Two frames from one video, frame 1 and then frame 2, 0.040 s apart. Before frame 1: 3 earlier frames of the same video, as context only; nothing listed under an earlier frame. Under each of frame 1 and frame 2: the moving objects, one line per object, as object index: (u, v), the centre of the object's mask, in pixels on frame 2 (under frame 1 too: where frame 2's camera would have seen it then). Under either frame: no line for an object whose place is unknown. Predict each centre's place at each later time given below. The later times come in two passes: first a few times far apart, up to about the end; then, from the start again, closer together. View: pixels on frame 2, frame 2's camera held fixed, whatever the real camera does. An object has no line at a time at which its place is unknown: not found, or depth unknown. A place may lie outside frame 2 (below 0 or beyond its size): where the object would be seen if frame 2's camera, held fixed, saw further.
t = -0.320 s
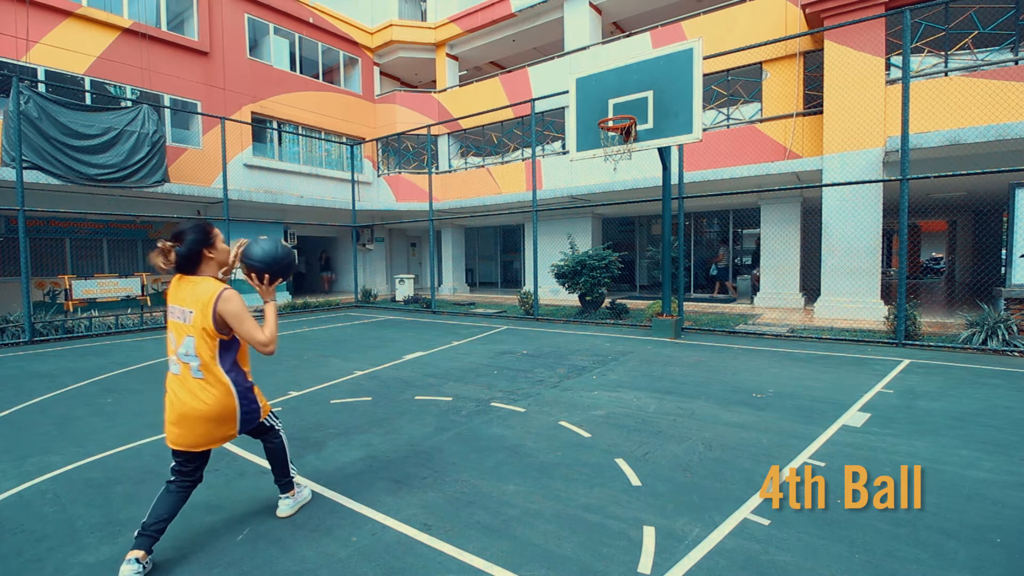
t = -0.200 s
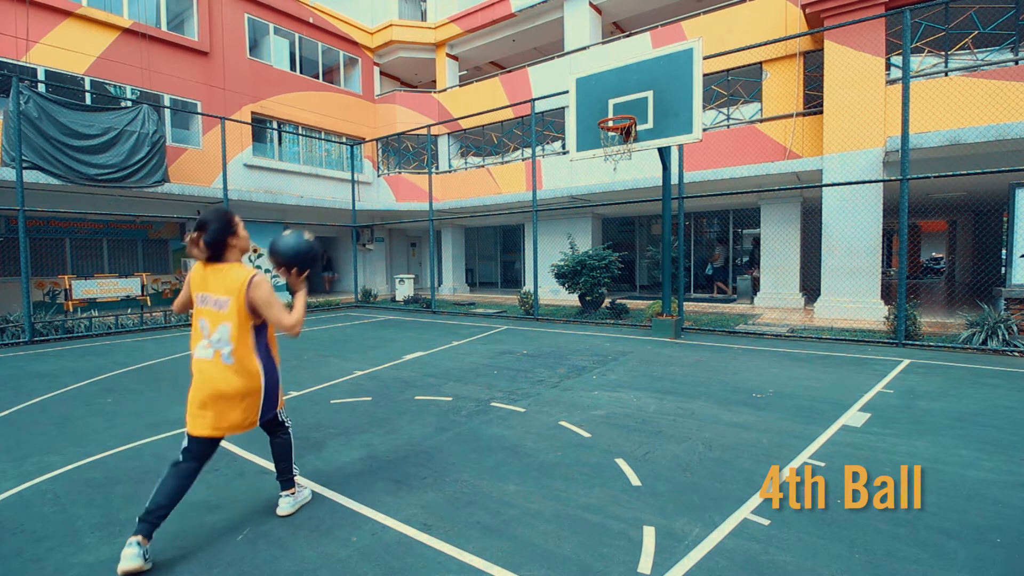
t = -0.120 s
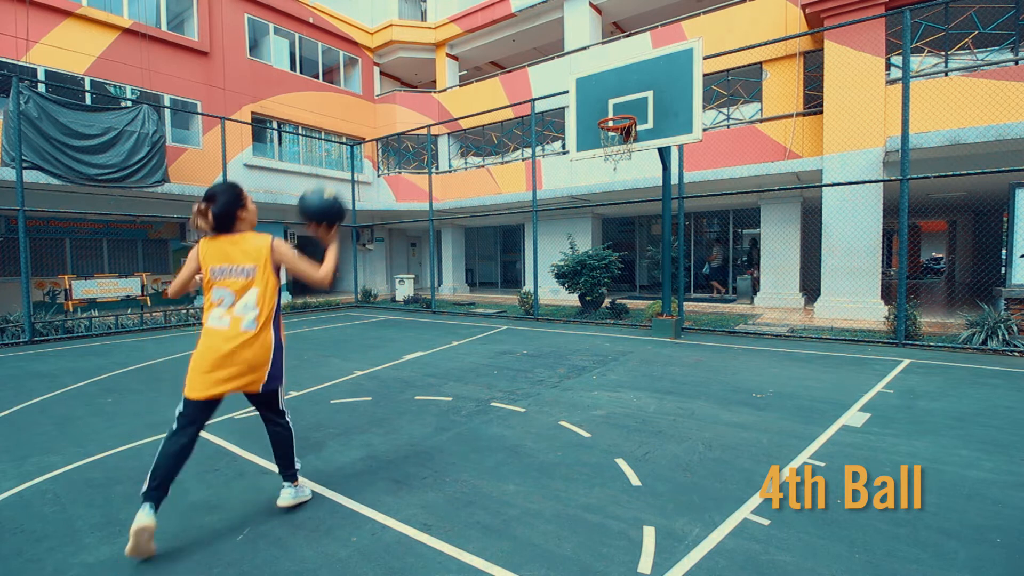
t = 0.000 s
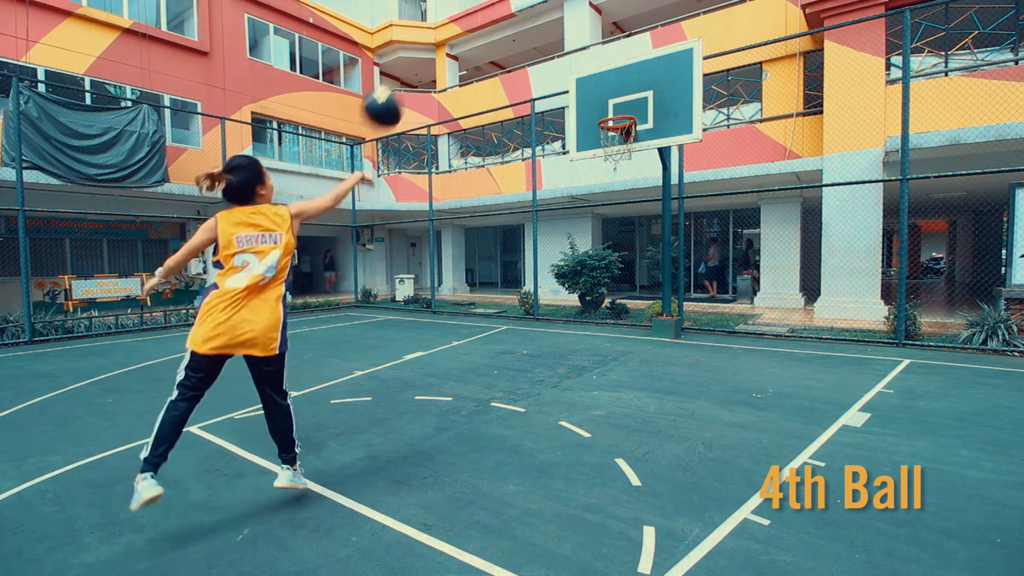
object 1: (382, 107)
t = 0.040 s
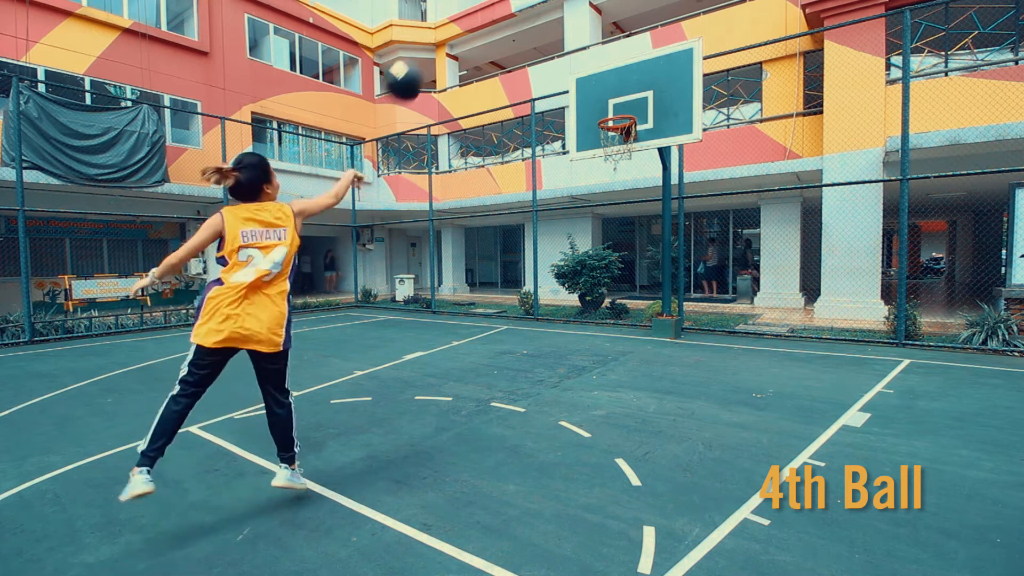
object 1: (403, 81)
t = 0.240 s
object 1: (482, 11)
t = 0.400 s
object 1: (528, 7)
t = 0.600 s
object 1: (573, 26)
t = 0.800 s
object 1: (607, 82)
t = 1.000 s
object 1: (627, 95)
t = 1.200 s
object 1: (646, 91)
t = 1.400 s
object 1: (669, 137)
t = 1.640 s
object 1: (713, 299)
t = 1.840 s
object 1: (769, 406)
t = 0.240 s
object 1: (482, 11)
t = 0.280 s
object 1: (496, 8)
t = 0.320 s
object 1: (507, 6)
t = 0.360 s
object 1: (518, 6)
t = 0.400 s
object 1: (528, 7)
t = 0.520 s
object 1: (557, 12)
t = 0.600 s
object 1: (573, 26)
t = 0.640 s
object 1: (580, 36)
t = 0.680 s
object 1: (588, 46)
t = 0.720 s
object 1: (594, 57)
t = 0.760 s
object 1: (601, 70)
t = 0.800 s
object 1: (607, 82)
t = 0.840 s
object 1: (613, 95)
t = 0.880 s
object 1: (618, 110)
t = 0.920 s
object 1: (620, 105)
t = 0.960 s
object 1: (623, 100)
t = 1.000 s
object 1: (627, 95)
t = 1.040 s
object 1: (630, 91)
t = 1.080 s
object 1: (634, 88)
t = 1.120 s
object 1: (637, 88)
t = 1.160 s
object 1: (641, 89)
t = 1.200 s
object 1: (646, 91)
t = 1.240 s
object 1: (650, 96)
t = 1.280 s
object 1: (654, 103)
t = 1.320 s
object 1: (659, 111)
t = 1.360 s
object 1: (664, 123)
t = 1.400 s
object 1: (669, 137)
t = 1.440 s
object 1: (675, 154)
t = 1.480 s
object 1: (682, 176)
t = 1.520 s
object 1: (690, 200)
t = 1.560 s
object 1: (699, 229)
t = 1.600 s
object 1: (706, 261)
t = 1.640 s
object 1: (713, 299)
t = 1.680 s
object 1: (724, 348)
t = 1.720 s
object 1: (735, 401)
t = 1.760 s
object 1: (747, 461)
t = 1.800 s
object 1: (758, 438)
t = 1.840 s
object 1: (769, 406)
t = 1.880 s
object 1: (779, 374)
